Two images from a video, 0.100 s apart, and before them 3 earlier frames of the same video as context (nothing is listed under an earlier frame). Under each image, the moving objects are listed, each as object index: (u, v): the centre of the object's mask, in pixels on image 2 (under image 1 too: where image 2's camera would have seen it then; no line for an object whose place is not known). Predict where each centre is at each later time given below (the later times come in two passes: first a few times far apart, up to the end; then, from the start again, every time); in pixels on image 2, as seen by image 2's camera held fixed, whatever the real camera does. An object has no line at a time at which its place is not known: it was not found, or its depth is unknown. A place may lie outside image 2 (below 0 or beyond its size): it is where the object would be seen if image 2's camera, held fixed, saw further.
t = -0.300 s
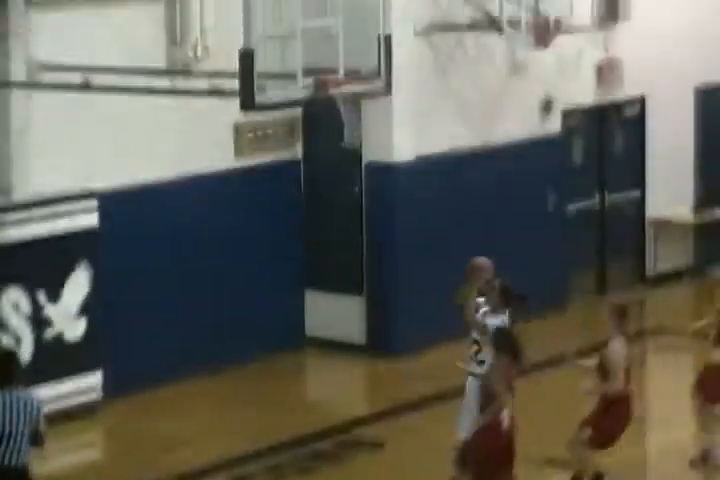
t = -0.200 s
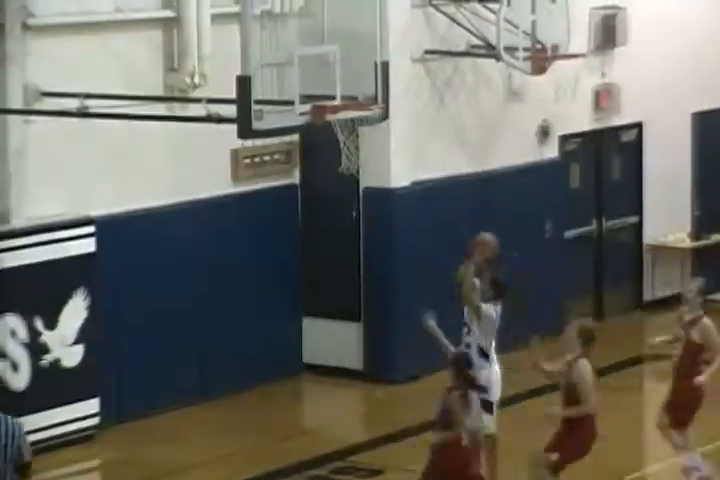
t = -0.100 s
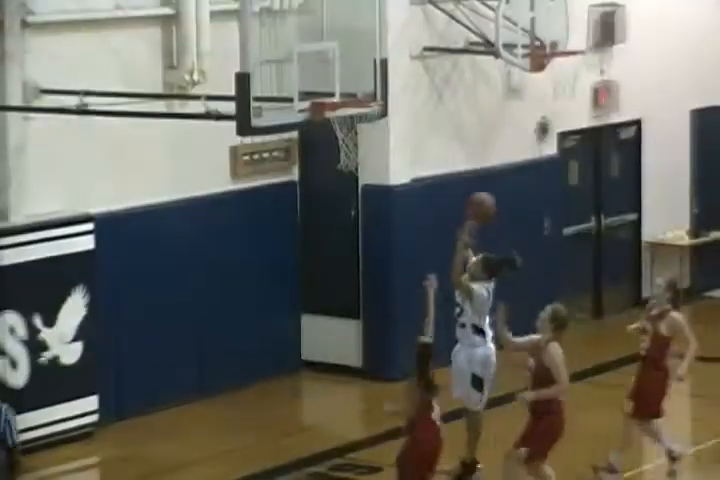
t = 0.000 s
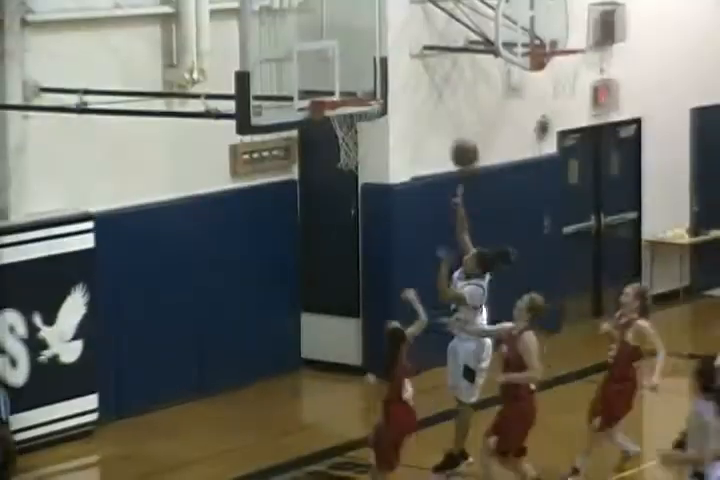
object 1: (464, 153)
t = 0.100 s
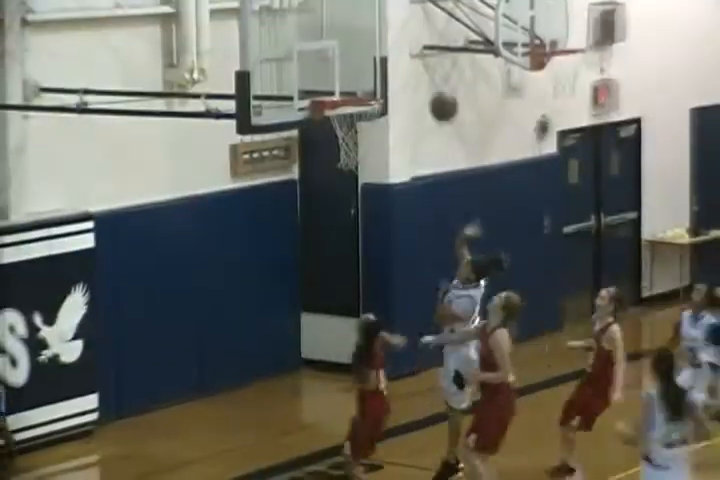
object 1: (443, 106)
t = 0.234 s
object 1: (415, 63)
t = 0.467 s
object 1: (367, 48)
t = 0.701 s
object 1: (325, 94)
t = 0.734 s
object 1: (319, 103)
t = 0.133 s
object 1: (436, 94)
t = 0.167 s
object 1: (429, 82)
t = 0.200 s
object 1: (421, 72)
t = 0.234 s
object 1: (415, 63)
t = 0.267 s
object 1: (408, 56)
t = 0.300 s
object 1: (401, 51)
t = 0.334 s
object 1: (395, 47)
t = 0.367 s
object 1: (388, 45)
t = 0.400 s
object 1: (381, 44)
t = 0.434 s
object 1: (374, 45)
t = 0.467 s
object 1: (367, 48)
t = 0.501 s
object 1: (361, 52)
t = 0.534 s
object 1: (354, 57)
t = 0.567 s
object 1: (347, 64)
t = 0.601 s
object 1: (340, 72)
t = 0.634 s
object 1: (334, 82)
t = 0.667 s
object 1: (328, 92)
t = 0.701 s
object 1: (325, 94)
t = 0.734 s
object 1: (319, 103)
